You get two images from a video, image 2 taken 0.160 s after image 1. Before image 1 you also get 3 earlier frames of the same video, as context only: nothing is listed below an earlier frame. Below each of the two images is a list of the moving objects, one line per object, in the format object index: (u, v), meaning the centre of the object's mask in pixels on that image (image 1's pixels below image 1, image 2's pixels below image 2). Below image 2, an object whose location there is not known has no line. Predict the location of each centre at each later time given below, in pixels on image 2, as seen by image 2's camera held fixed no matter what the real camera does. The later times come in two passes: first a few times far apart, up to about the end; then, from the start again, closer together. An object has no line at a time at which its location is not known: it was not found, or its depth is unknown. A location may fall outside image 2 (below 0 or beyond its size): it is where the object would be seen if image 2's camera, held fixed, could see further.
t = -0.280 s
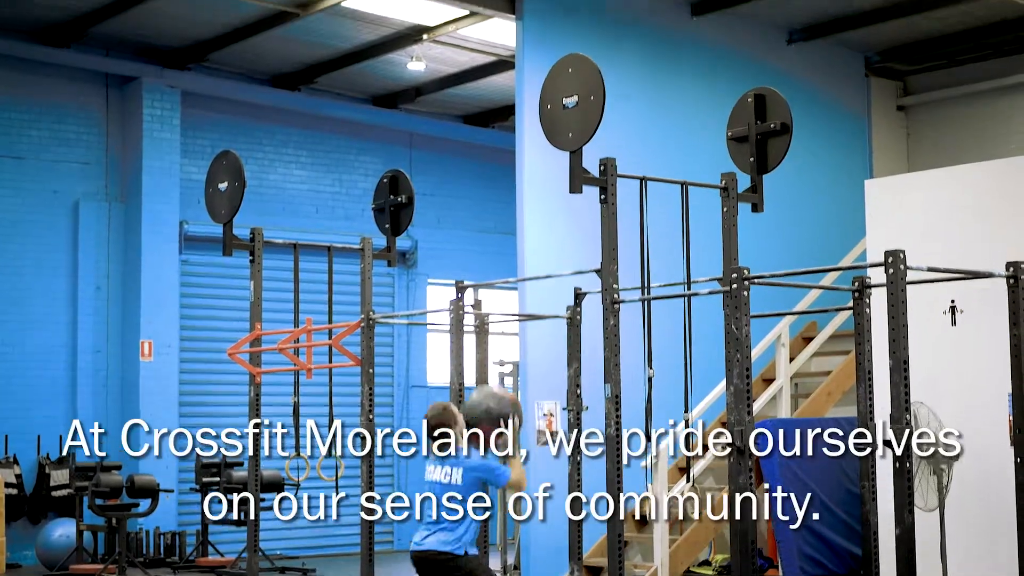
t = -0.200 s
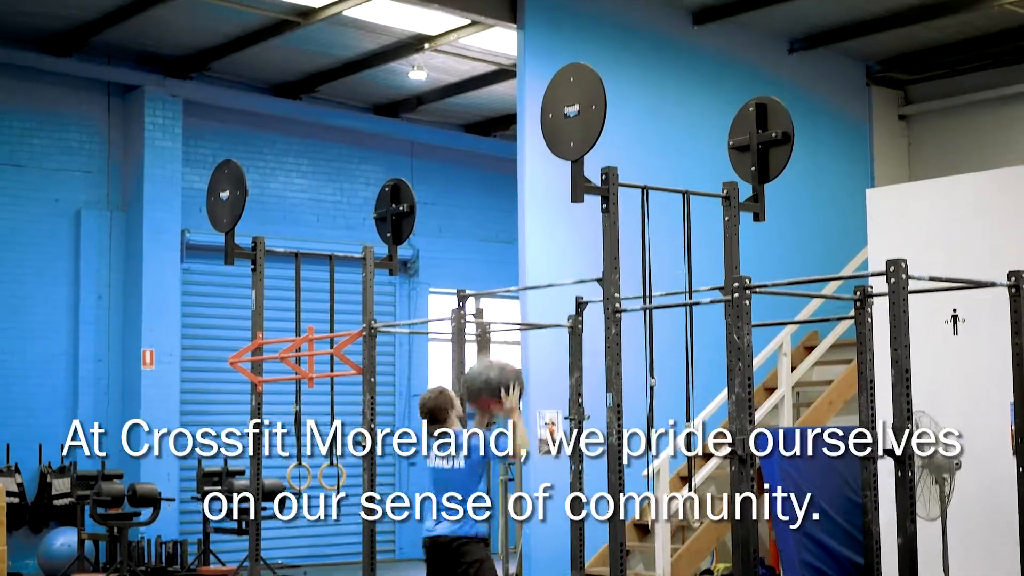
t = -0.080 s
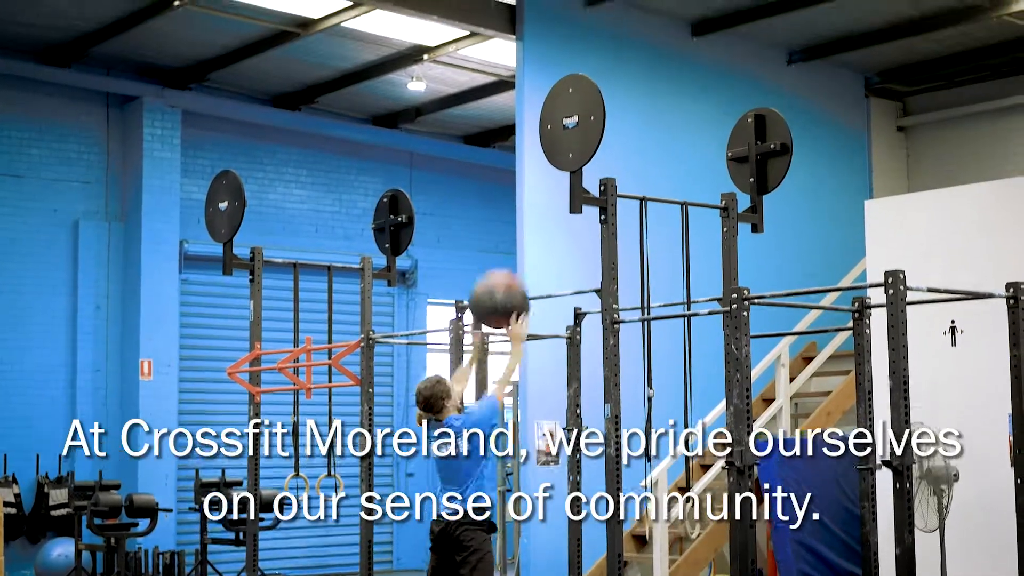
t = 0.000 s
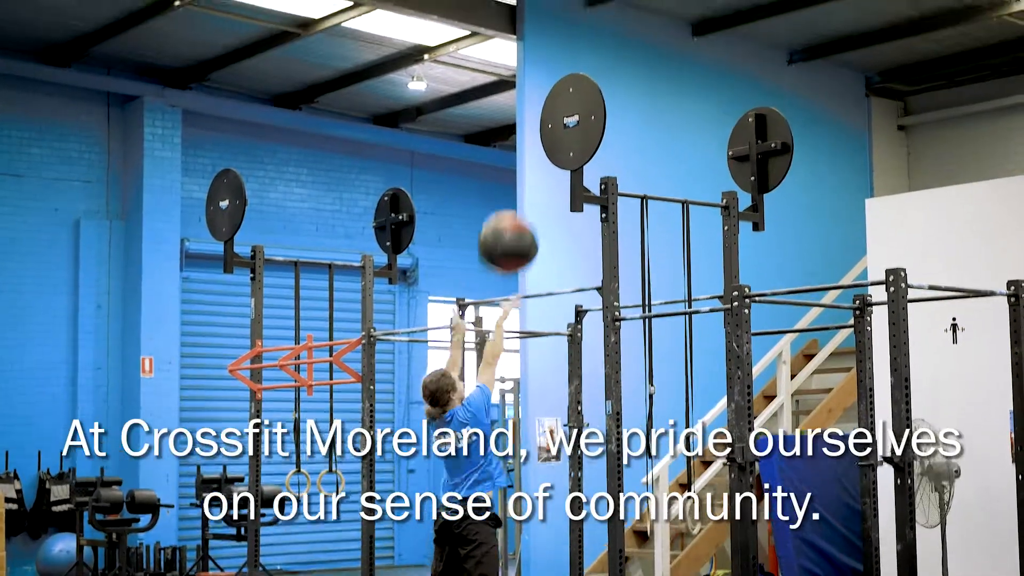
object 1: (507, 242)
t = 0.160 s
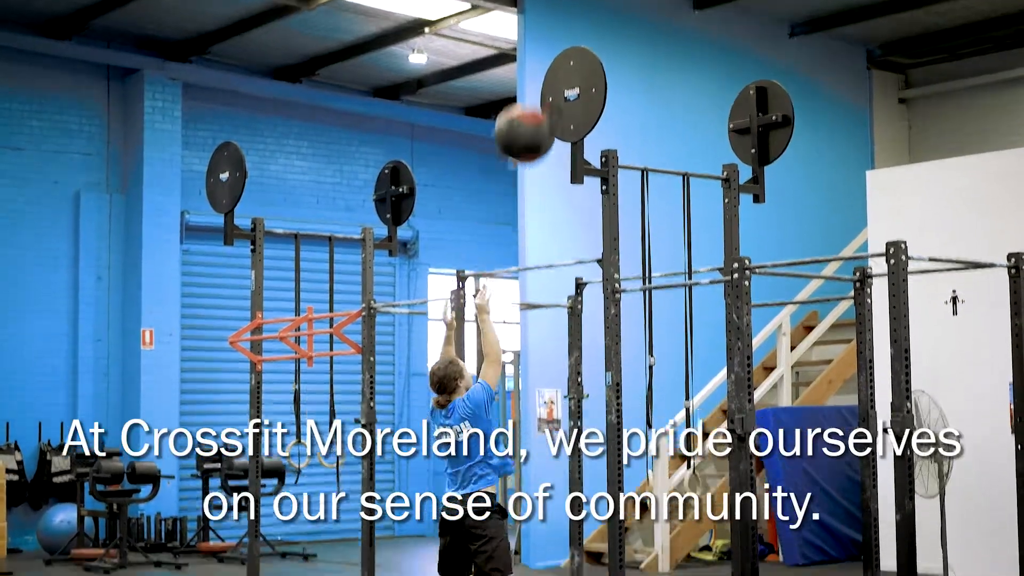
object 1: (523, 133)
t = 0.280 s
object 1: (535, 97)
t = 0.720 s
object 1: (535, 160)
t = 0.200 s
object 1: (527, 118)
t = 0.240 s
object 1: (532, 105)
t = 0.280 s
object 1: (535, 97)
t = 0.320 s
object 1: (539, 92)
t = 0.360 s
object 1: (543, 87)
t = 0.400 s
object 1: (545, 86)
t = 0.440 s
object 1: (546, 85)
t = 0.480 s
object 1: (545, 89)
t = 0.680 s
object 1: (537, 140)
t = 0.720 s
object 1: (535, 160)
